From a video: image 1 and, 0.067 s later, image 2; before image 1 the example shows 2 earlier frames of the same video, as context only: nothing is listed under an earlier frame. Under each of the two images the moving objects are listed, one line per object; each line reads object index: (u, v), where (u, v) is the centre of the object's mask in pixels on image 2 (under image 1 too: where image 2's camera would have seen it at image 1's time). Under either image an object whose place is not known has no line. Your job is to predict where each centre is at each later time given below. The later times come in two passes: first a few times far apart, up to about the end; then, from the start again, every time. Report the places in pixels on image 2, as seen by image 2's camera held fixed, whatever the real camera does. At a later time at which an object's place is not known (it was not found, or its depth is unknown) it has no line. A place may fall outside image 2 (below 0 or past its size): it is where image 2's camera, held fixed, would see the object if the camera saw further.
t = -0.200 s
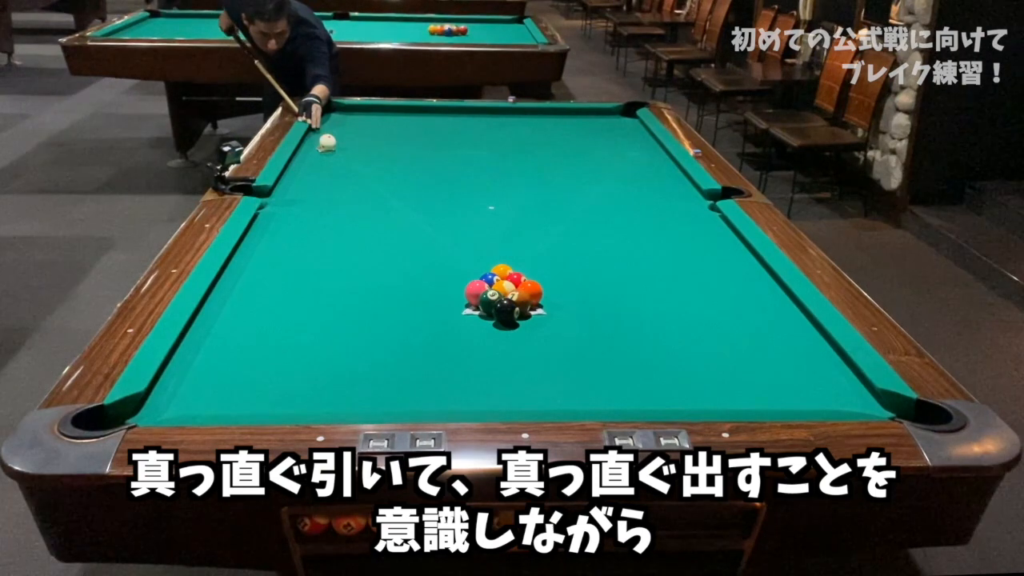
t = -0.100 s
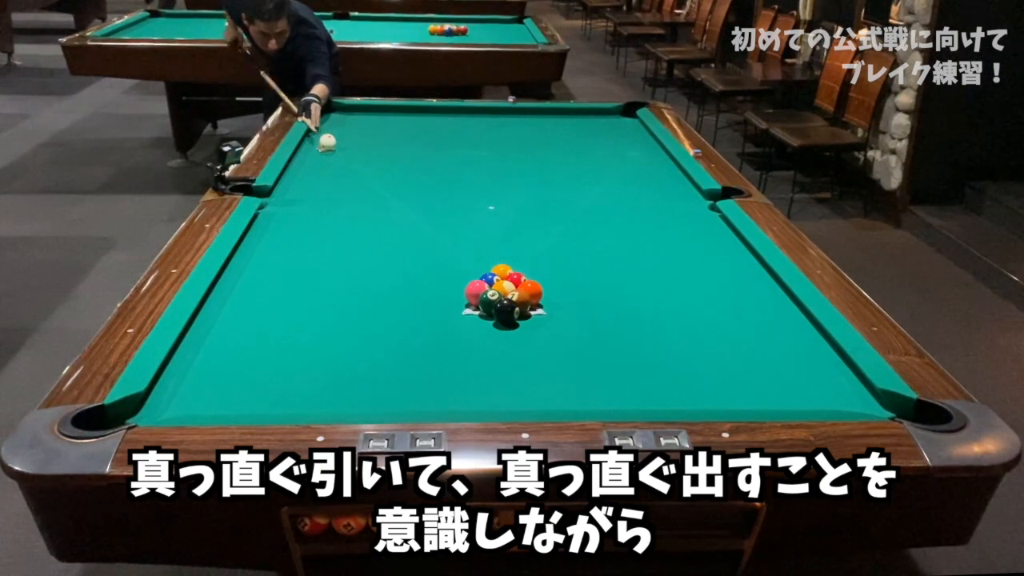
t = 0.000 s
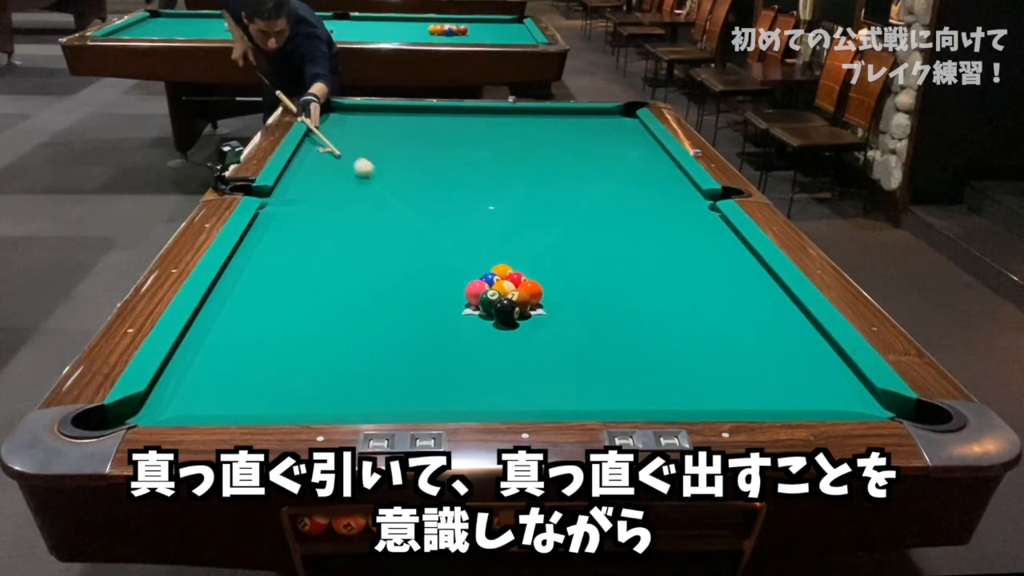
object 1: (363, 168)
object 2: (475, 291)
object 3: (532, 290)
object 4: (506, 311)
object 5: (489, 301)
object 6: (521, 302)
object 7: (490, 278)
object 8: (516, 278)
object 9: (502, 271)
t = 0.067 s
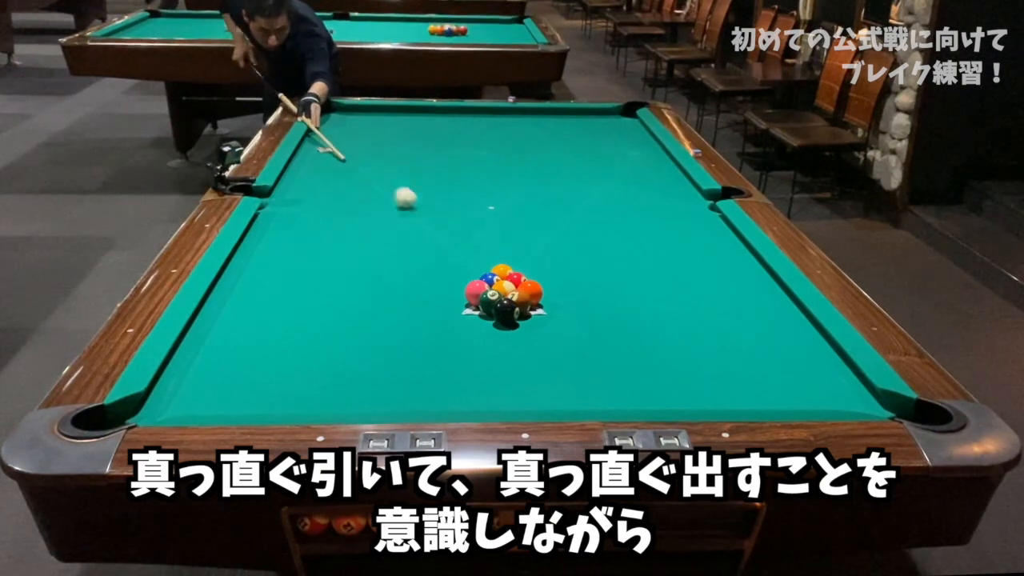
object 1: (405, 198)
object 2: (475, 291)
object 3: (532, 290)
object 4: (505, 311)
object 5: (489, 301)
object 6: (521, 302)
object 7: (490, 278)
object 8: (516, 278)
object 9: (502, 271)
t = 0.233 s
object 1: (536, 263)
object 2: (447, 301)
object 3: (565, 300)
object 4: (502, 322)
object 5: (482, 309)
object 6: (524, 303)
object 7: (484, 283)
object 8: (523, 281)
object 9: (501, 271)
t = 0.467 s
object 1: (688, 253)
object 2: (275, 362)
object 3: (750, 346)
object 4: (484, 384)
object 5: (450, 342)
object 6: (552, 315)
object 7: (464, 280)
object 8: (552, 277)
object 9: (499, 264)
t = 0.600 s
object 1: (733, 249)
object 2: (170, 398)
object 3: (844, 371)
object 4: (474, 397)
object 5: (429, 363)
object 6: (567, 322)
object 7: (453, 278)
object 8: (568, 275)
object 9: (498, 260)
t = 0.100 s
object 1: (427, 213)
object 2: (475, 291)
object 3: (532, 290)
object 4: (506, 311)
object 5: (489, 301)
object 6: (521, 302)
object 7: (490, 278)
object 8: (516, 278)
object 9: (502, 271)
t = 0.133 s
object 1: (453, 231)
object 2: (475, 291)
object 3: (532, 290)
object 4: (506, 311)
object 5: (489, 301)
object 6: (521, 302)
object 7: (490, 278)
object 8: (516, 278)
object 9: (502, 271)
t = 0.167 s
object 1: (481, 252)
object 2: (475, 290)
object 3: (532, 291)
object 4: (506, 311)
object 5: (489, 301)
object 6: (521, 302)
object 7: (490, 278)
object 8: (516, 278)
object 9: (502, 271)
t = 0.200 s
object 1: (511, 262)
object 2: (471, 293)
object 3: (537, 292)
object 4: (505, 313)
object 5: (488, 302)
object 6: (521, 302)
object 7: (488, 280)
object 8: (518, 279)
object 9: (502, 271)
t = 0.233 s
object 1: (536, 263)
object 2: (447, 301)
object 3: (565, 300)
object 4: (502, 322)
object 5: (482, 309)
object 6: (524, 303)
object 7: (484, 283)
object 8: (523, 281)
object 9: (501, 271)
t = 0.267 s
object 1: (562, 262)
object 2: (423, 311)
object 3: (593, 308)
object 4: (499, 332)
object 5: (479, 315)
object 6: (528, 305)
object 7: (481, 284)
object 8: (527, 282)
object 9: (501, 271)
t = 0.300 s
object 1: (584, 260)
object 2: (399, 318)
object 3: (619, 314)
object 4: (497, 340)
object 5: (474, 319)
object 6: (532, 307)
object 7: (478, 282)
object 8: (531, 281)
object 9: (500, 270)
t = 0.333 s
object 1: (608, 258)
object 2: (373, 327)
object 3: (647, 321)
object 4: (494, 349)
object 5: (469, 324)
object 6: (536, 309)
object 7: (476, 282)
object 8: (536, 280)
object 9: (500, 270)
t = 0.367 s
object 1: (629, 256)
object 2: (349, 335)
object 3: (673, 328)
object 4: (492, 358)
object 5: (464, 328)
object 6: (540, 311)
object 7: (473, 281)
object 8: (540, 280)
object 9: (500, 268)
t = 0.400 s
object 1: (649, 255)
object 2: (325, 344)
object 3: (698, 334)
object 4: (489, 365)
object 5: (460, 333)
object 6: (544, 312)
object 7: (470, 281)
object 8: (544, 279)
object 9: (500, 267)
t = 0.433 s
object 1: (669, 254)
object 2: (299, 353)
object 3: (725, 340)
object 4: (486, 375)
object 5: (455, 337)
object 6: (548, 314)
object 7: (467, 281)
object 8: (548, 278)
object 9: (499, 266)
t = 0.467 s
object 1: (688, 253)
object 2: (275, 362)
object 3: (750, 346)
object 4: (484, 384)
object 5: (450, 342)
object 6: (552, 315)
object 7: (464, 280)
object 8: (552, 277)
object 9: (499, 264)
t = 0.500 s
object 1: (706, 252)
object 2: (251, 369)
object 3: (775, 352)
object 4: (481, 392)
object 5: (445, 348)
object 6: (556, 317)
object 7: (461, 280)
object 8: (556, 276)
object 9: (499, 263)
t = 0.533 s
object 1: (726, 250)
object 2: (224, 378)
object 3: (803, 359)
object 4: (478, 399)
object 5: (440, 353)
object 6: (560, 319)
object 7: (458, 279)
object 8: (560, 276)
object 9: (499, 262)
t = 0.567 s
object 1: (744, 250)
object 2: (197, 388)
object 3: (830, 366)
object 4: (476, 400)
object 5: (435, 358)
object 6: (564, 320)
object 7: (456, 279)
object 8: (564, 274)
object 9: (499, 261)
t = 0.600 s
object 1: (733, 249)
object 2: (170, 398)
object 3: (844, 371)
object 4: (474, 397)
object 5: (429, 363)
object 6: (567, 322)
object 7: (453, 278)
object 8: (568, 275)
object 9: (498, 260)
